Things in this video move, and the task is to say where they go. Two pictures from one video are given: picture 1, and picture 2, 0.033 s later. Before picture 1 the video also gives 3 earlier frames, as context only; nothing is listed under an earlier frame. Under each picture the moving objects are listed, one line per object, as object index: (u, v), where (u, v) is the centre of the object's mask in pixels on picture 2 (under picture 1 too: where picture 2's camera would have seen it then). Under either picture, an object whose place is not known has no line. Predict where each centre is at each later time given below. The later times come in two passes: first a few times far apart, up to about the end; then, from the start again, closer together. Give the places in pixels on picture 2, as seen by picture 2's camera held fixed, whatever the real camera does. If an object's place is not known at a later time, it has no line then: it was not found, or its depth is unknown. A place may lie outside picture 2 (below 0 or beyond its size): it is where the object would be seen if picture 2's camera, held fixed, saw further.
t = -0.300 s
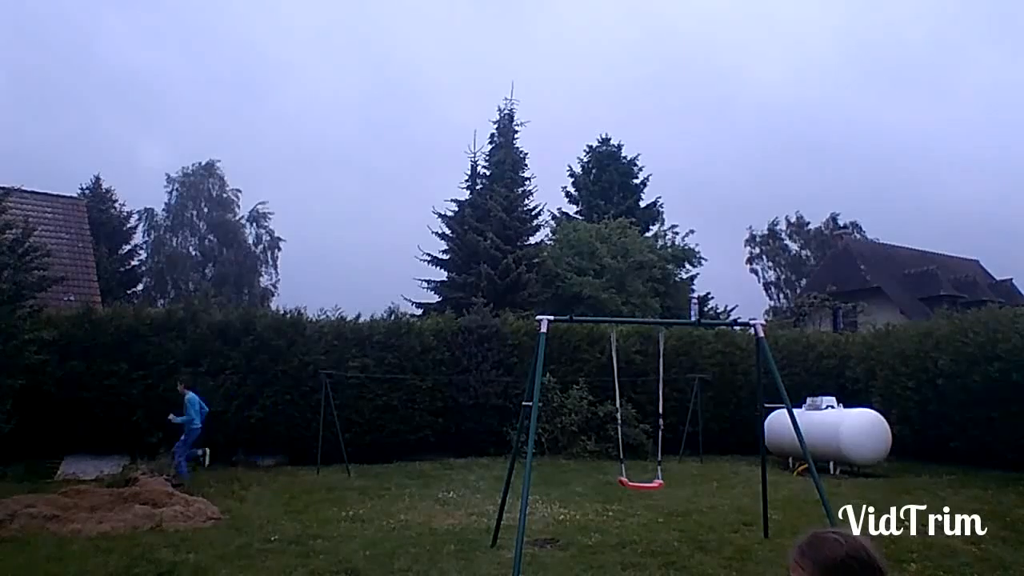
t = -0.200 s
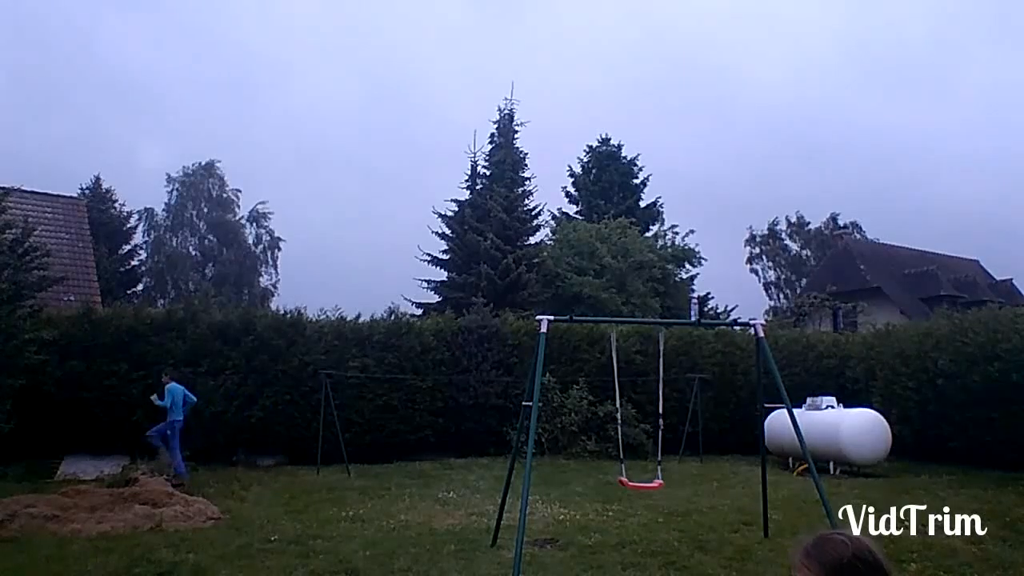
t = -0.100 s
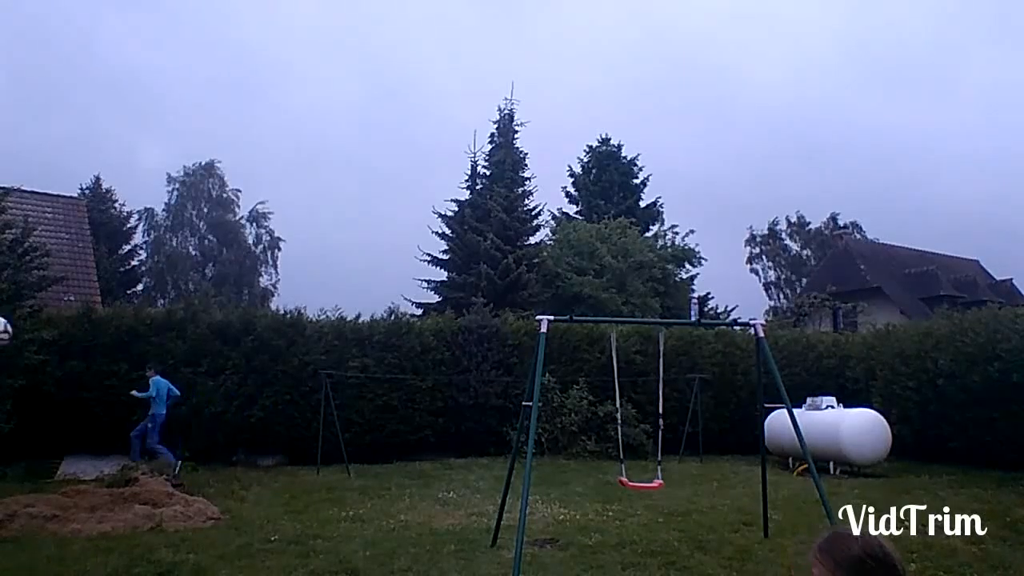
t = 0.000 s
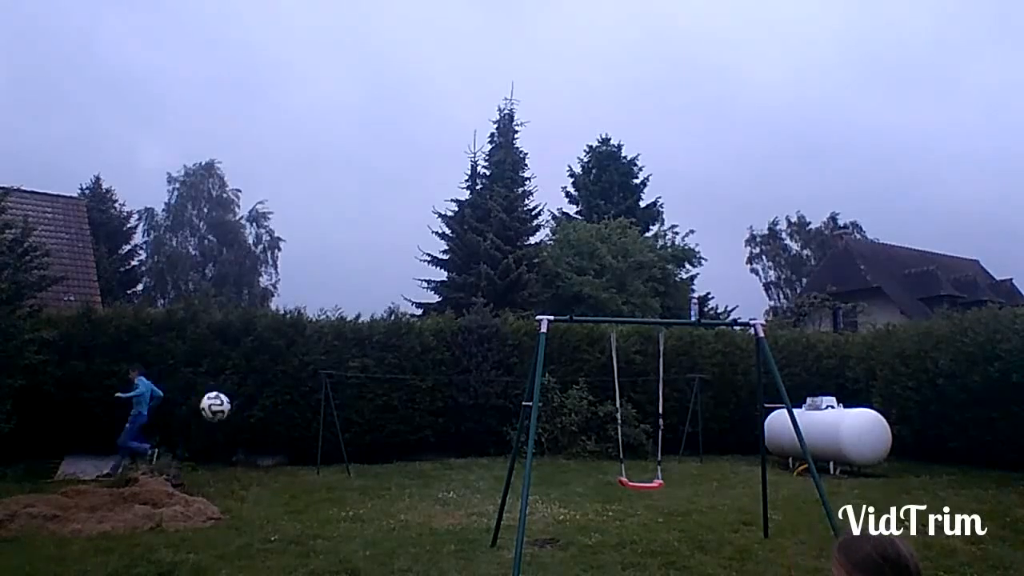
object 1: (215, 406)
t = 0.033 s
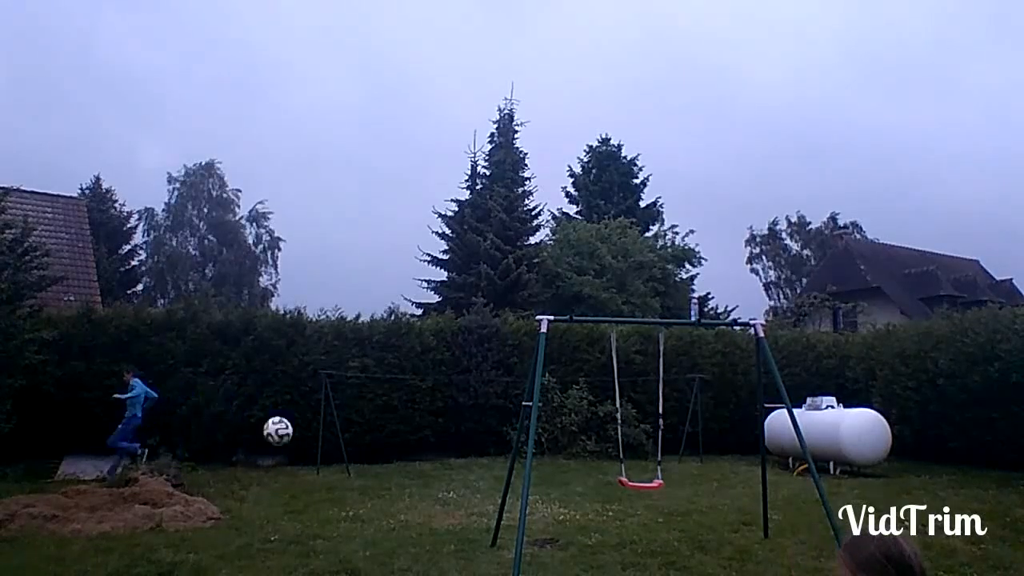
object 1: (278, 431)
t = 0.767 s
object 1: (836, 462)
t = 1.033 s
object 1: (920, 477)
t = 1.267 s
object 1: (966, 458)
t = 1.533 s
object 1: (1012, 463)
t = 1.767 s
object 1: (1013, 462)
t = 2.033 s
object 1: (999, 467)
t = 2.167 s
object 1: (990, 468)
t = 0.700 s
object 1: (814, 453)
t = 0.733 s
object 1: (824, 457)
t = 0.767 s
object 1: (836, 462)
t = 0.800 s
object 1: (849, 465)
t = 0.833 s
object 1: (862, 469)
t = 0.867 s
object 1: (873, 475)
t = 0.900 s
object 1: (884, 482)
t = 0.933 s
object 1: (895, 489)
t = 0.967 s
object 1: (905, 490)
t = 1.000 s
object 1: (912, 484)
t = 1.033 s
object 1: (920, 477)
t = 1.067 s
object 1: (926, 471)
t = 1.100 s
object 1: (933, 467)
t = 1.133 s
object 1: (940, 464)
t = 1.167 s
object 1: (946, 461)
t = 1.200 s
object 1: (953, 459)
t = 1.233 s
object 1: (960, 458)
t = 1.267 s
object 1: (966, 458)
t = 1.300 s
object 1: (972, 458)
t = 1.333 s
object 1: (979, 459)
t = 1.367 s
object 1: (985, 461)
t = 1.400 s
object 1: (991, 463)
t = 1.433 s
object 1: (997, 467)
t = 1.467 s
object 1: (1002, 470)
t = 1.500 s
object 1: (1007, 466)
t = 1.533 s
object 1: (1012, 463)
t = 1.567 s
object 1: (1015, 460)
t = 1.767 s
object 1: (1013, 462)
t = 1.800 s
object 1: (1011, 463)
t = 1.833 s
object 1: (1010, 466)
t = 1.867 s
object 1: (1008, 466)
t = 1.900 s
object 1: (1006, 466)
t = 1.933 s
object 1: (1005, 466)
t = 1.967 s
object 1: (1002, 467)
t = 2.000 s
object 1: (1001, 467)
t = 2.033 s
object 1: (999, 467)
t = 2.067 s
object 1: (997, 467)
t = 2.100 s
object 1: (994, 468)
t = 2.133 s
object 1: (992, 468)
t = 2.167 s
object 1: (990, 468)
